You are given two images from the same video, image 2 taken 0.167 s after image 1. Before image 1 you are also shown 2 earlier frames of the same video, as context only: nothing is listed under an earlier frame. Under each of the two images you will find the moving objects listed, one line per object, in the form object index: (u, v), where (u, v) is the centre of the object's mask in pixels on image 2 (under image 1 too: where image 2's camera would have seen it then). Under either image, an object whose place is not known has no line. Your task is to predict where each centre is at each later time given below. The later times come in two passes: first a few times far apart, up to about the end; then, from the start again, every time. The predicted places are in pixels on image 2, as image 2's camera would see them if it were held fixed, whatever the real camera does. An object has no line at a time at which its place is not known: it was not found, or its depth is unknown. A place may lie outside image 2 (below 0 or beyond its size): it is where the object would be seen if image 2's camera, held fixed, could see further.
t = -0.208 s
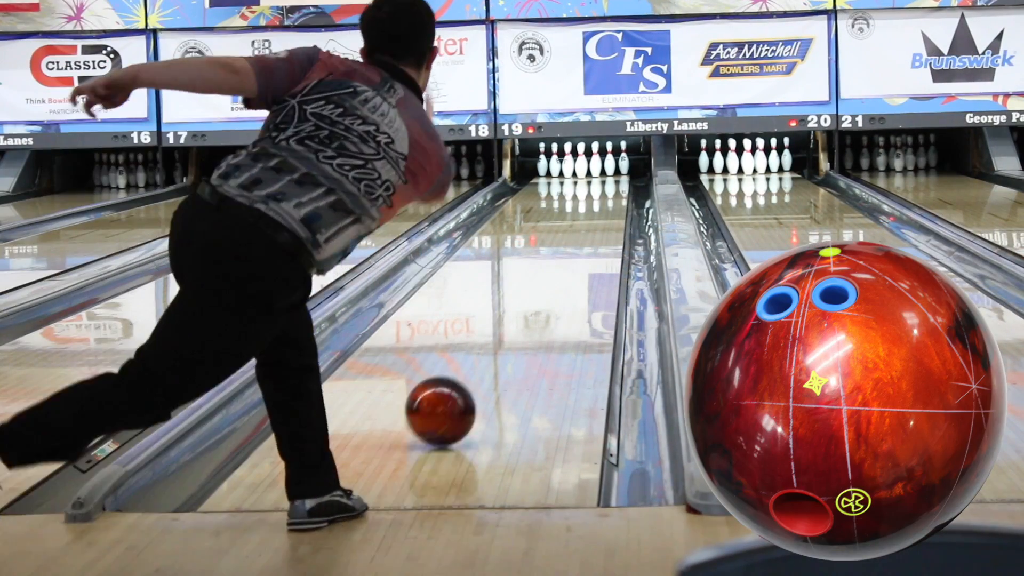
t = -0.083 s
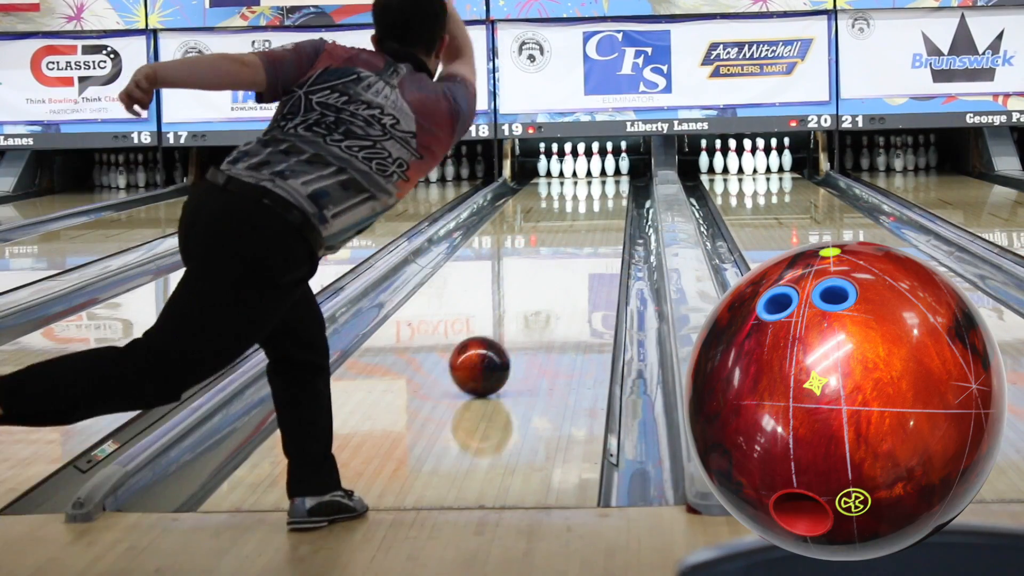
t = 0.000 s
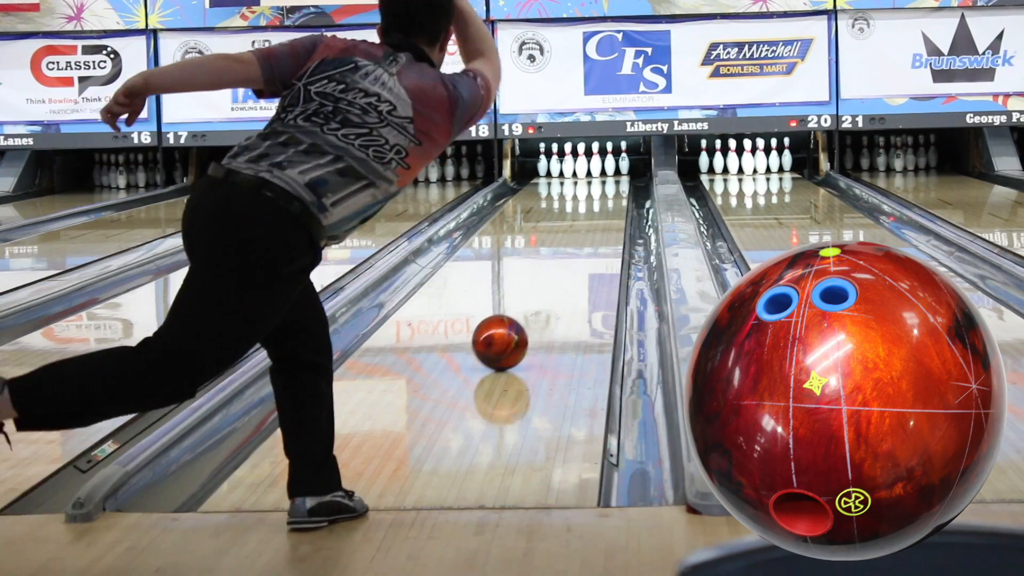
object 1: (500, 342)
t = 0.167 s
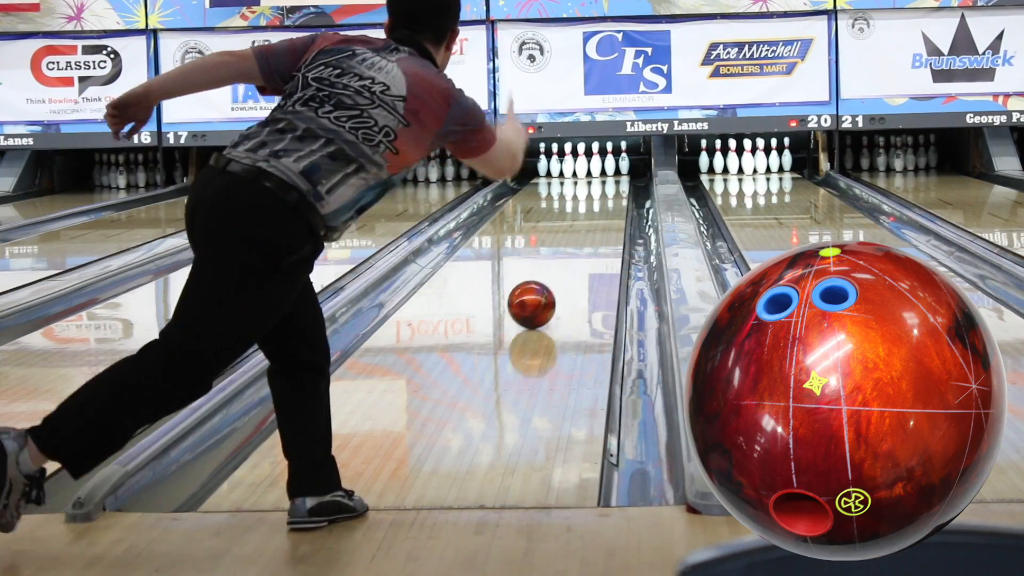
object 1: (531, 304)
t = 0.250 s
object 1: (544, 289)
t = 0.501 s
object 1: (572, 254)
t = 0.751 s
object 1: (591, 228)
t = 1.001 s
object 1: (603, 209)
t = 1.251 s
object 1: (611, 195)
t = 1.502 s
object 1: (612, 184)
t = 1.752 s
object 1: (605, 176)
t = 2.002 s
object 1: (593, 170)
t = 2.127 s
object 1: (595, 168)
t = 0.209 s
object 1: (538, 296)
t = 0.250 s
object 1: (544, 289)
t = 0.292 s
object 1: (549, 283)
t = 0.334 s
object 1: (555, 276)
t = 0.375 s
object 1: (559, 270)
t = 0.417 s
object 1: (564, 265)
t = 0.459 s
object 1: (568, 259)
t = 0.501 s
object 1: (572, 254)
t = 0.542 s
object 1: (576, 249)
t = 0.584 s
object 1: (579, 244)
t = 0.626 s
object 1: (582, 240)
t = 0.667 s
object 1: (585, 236)
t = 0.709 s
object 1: (588, 232)
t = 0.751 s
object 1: (591, 228)
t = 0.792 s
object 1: (594, 225)
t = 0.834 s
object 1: (596, 221)
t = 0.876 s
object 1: (598, 218)
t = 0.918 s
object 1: (600, 215)
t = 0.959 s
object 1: (602, 212)
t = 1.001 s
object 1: (603, 209)
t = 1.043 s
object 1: (605, 206)
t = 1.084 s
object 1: (606, 204)
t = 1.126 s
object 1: (608, 201)
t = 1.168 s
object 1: (609, 199)
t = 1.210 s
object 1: (610, 197)
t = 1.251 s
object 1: (611, 195)
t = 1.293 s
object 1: (611, 192)
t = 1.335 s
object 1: (612, 191)
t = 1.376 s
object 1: (612, 189)
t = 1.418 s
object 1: (612, 187)
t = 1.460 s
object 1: (612, 185)
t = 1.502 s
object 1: (612, 184)
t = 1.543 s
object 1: (611, 182)
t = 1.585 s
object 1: (610, 181)
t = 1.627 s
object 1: (609, 180)
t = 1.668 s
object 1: (608, 178)
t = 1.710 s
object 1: (607, 177)
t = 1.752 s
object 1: (605, 176)
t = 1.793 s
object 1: (603, 175)
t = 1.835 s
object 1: (601, 174)
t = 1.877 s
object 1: (599, 173)
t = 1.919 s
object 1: (597, 172)
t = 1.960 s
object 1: (595, 171)
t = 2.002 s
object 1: (593, 170)
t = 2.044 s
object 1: (593, 169)
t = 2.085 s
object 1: (594, 168)
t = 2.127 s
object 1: (595, 168)
